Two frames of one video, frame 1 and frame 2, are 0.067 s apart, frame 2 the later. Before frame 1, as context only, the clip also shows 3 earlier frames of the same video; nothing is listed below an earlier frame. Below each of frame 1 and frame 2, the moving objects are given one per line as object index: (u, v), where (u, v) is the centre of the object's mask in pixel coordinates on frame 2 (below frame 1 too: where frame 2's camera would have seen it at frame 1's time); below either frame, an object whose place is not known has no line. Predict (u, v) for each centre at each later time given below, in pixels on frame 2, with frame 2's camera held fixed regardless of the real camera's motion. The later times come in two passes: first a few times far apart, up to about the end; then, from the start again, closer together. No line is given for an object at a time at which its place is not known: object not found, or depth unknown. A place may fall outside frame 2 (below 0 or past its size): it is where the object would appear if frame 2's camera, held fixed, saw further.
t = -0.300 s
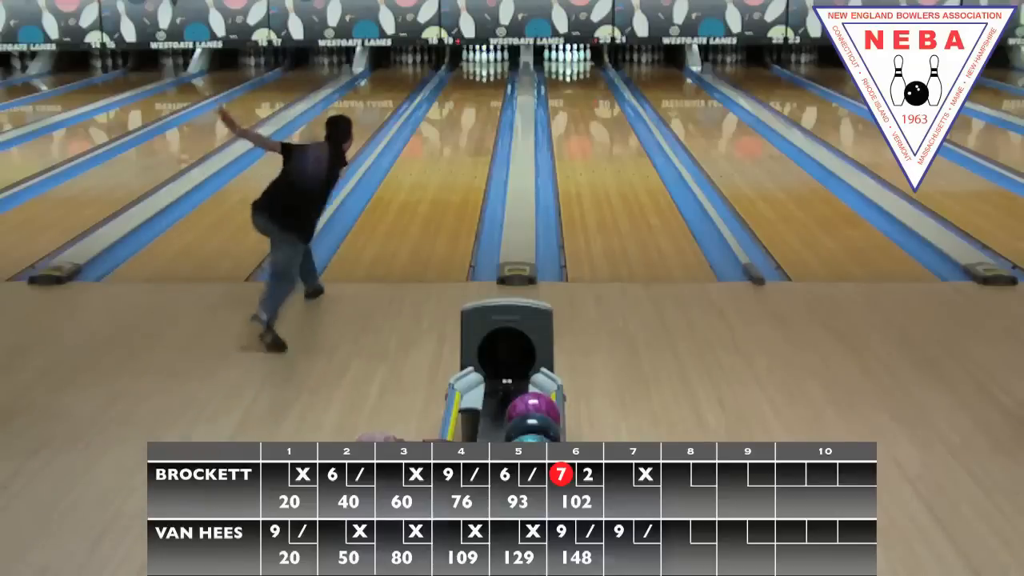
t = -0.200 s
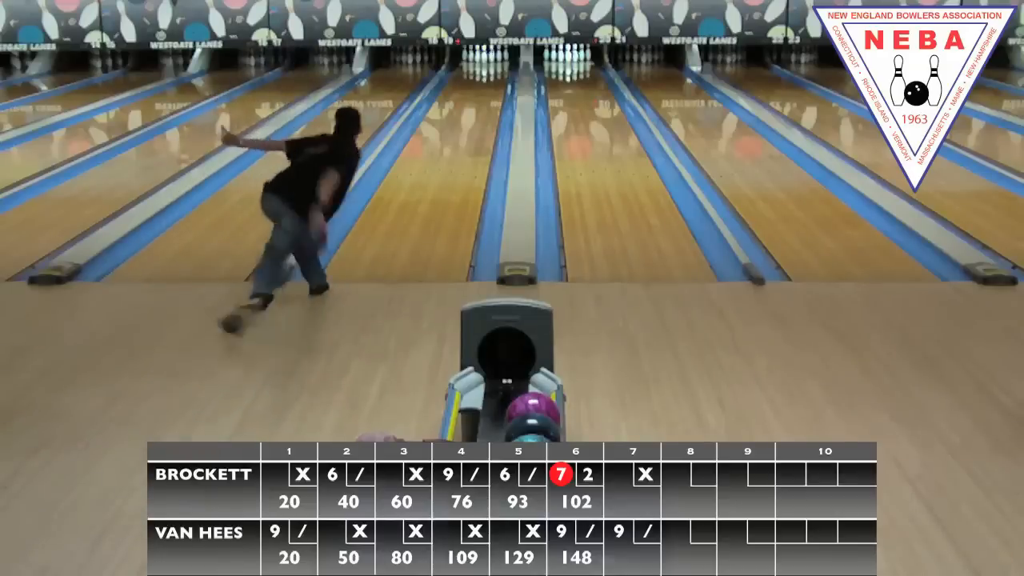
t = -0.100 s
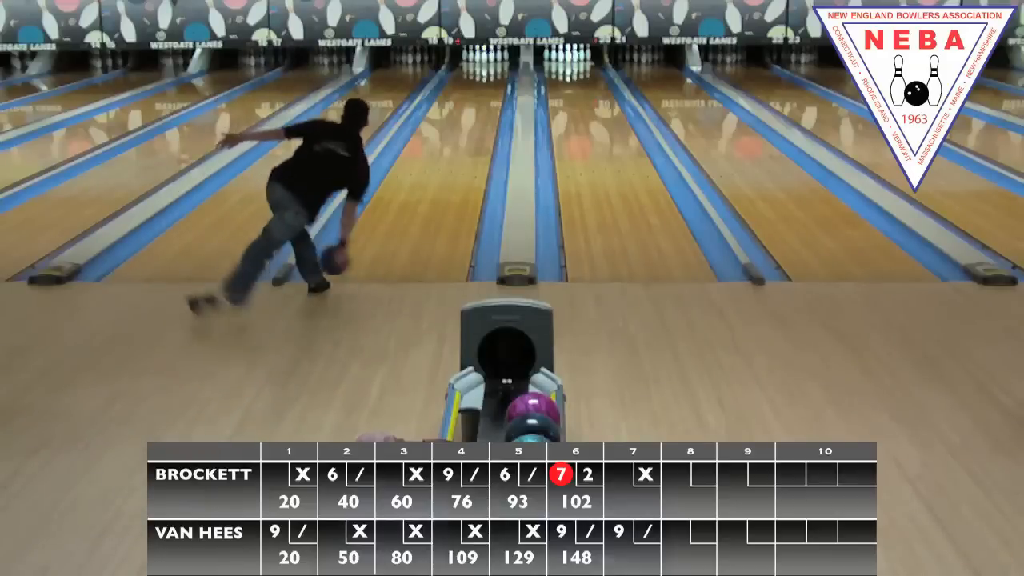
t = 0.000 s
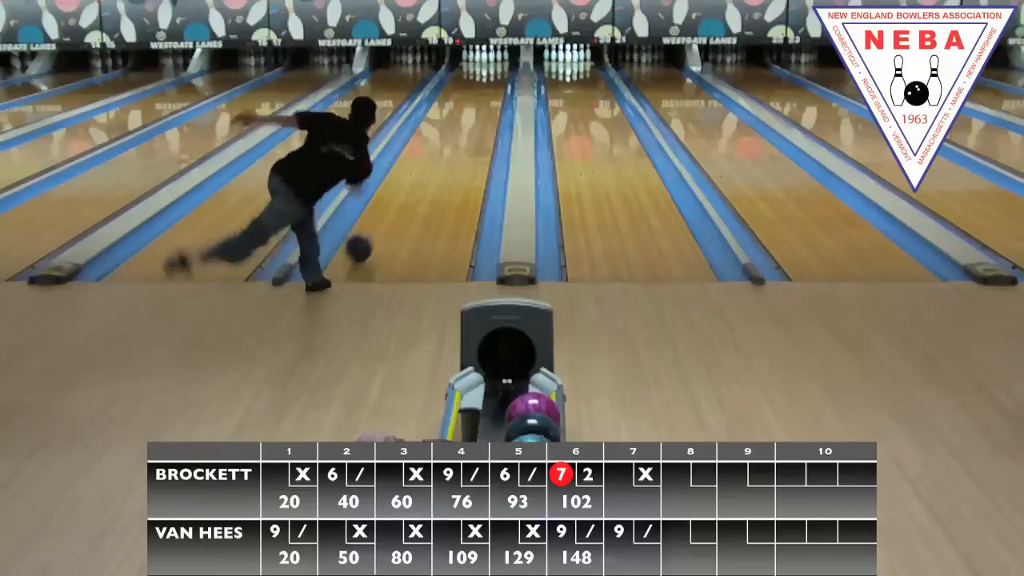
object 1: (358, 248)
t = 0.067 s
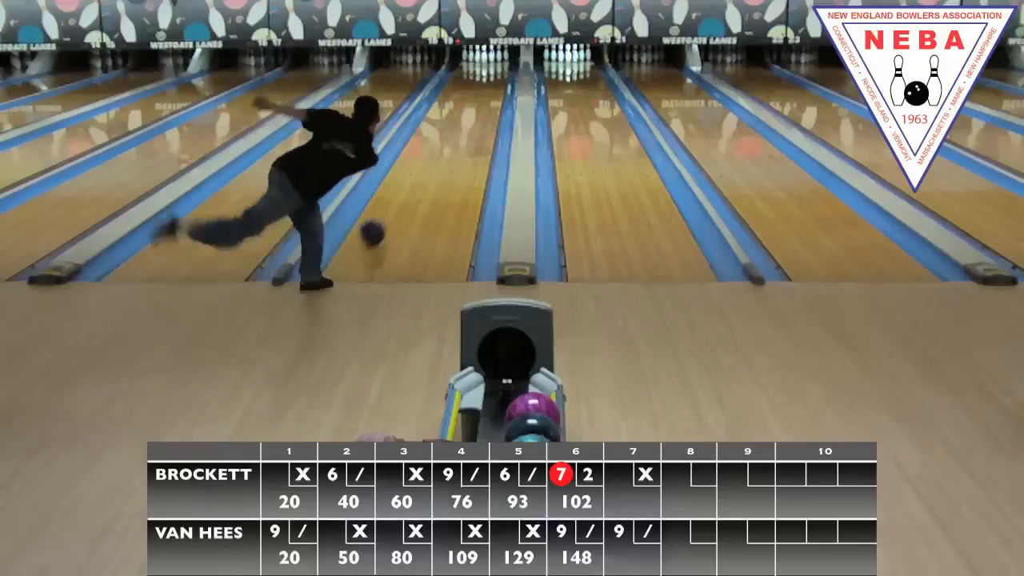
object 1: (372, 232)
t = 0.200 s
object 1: (395, 205)
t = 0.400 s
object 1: (422, 173)
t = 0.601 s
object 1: (442, 148)
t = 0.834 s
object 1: (460, 125)
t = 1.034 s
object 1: (473, 110)
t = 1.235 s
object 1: (482, 98)
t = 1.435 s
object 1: (489, 88)
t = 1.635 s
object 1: (491, 79)
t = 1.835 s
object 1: (495, 70)
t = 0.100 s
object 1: (378, 225)
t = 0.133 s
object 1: (384, 218)
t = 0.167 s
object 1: (390, 211)
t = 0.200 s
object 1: (395, 205)
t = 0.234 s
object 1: (400, 199)
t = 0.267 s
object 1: (405, 193)
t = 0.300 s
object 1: (410, 187)
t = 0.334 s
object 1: (414, 182)
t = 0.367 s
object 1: (418, 177)
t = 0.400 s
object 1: (422, 173)
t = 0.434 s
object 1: (426, 168)
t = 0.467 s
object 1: (430, 163)
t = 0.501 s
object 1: (433, 159)
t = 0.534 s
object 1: (436, 155)
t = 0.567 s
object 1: (439, 152)
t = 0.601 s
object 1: (442, 148)
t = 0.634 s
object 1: (446, 144)
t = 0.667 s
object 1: (449, 141)
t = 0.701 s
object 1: (451, 137)
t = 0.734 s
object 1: (453, 135)
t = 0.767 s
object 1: (456, 131)
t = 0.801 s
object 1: (458, 128)
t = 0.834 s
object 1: (460, 125)
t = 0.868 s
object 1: (463, 123)
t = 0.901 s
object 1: (465, 120)
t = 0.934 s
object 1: (467, 117)
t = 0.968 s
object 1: (469, 114)
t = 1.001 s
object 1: (471, 112)
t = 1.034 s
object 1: (473, 110)
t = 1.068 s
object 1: (475, 108)
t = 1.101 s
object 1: (477, 105)
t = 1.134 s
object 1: (478, 104)
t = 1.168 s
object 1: (480, 102)
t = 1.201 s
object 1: (480, 100)
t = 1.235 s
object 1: (482, 98)
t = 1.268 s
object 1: (483, 96)
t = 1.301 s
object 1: (485, 94)
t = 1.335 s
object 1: (486, 93)
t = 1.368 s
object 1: (487, 91)
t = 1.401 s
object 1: (488, 89)
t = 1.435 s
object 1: (489, 88)
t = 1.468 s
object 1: (490, 86)
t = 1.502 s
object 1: (490, 84)
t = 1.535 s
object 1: (491, 82)
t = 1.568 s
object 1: (491, 81)
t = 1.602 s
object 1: (491, 80)
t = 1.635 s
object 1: (491, 79)
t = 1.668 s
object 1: (492, 77)
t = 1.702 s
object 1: (493, 75)
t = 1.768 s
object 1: (494, 72)
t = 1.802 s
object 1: (495, 72)
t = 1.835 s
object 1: (495, 70)
